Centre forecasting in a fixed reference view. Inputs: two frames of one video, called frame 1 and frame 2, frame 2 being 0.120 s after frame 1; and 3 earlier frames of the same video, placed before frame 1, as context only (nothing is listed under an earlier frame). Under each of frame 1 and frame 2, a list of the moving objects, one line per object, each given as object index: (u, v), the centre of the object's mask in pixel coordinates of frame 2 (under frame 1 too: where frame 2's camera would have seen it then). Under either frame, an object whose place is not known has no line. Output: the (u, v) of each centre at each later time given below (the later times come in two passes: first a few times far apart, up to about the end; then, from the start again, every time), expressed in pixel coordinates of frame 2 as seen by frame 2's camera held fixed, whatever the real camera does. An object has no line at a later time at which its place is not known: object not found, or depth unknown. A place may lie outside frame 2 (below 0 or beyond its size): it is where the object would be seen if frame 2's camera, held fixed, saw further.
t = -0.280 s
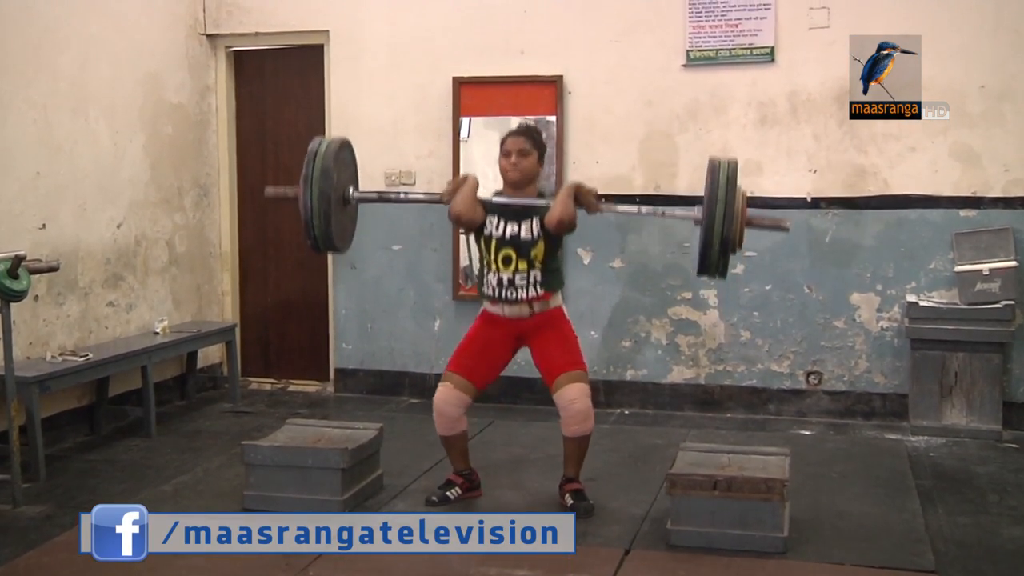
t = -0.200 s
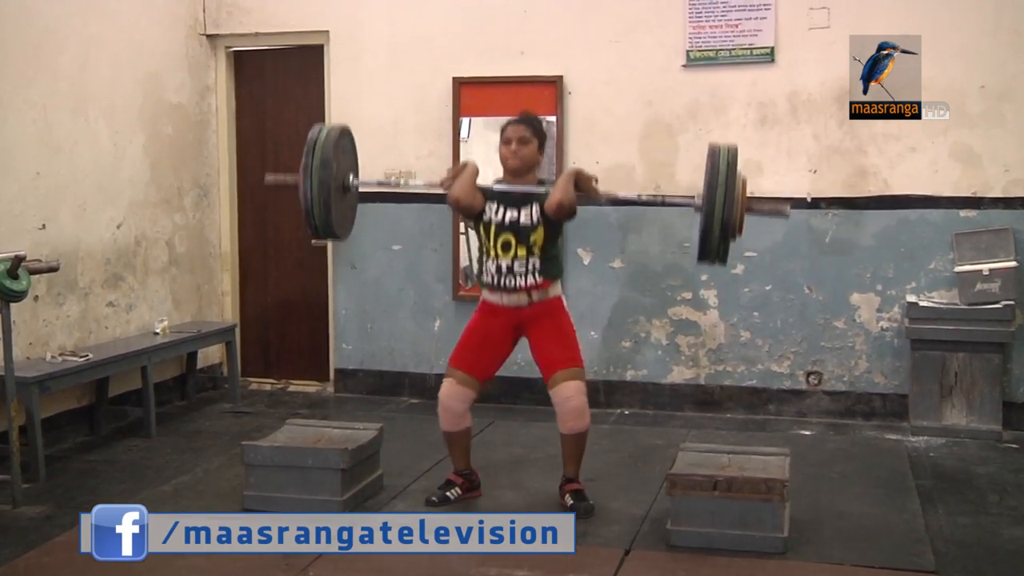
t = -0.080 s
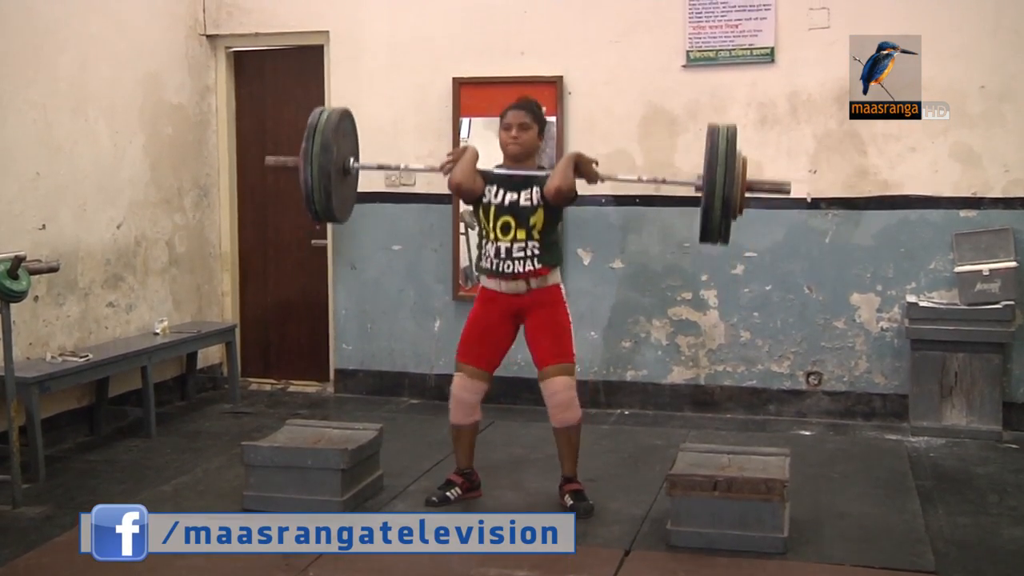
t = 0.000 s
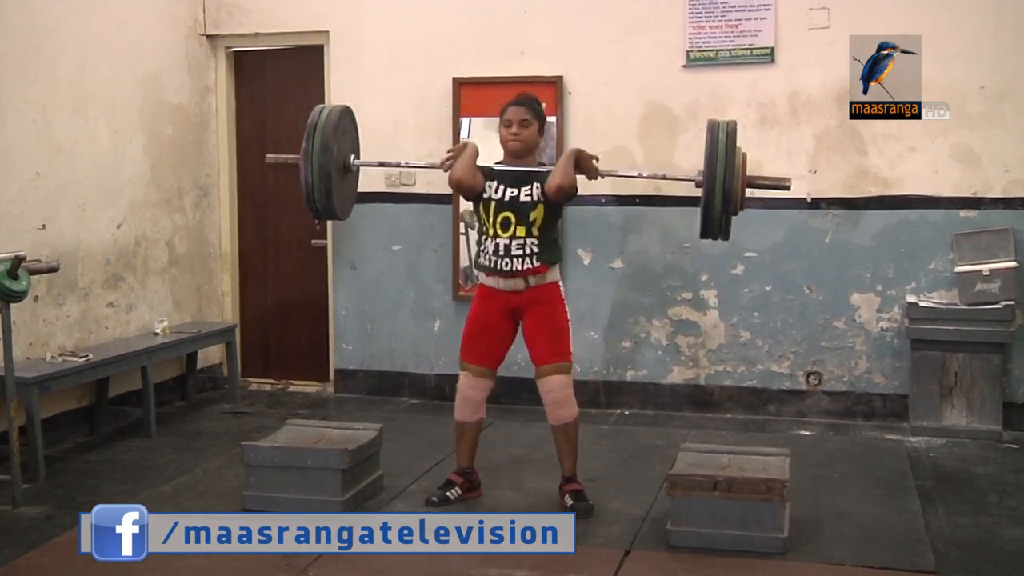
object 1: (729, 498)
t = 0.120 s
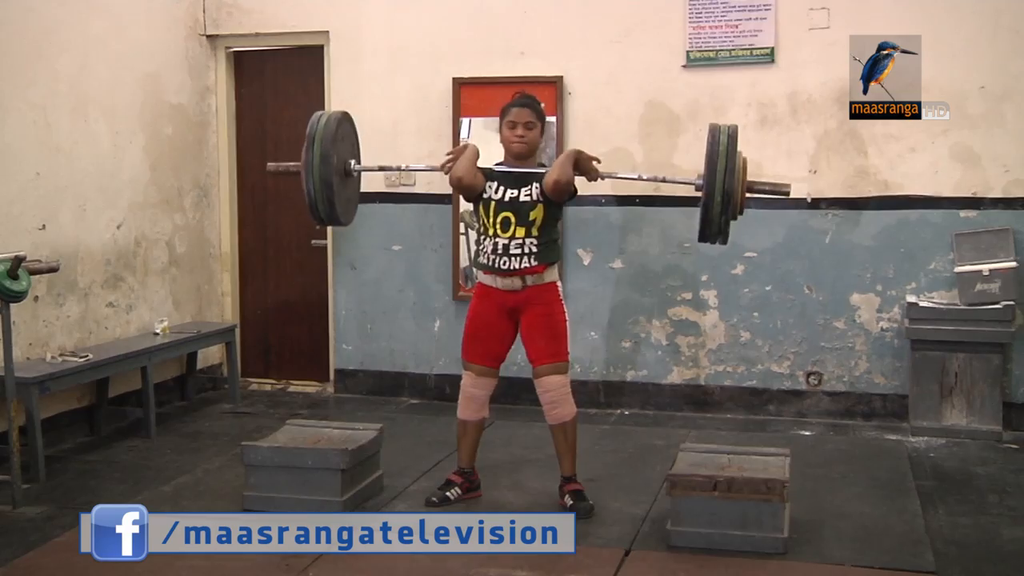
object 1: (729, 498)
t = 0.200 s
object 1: (729, 498)
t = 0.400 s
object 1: (729, 498)
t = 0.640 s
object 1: (729, 498)
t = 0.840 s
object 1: (741, 485)
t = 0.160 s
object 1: (729, 498)
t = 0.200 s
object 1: (729, 498)
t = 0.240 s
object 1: (729, 498)
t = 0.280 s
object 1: (729, 498)
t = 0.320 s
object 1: (729, 498)
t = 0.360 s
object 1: (729, 498)
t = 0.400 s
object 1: (729, 498)
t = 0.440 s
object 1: (729, 498)
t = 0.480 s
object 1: (729, 498)
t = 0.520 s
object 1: (729, 498)
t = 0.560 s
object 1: (729, 498)
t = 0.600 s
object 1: (729, 498)
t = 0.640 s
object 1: (729, 498)
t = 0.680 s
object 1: (729, 498)
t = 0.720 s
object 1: (731, 501)
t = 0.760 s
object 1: (734, 493)
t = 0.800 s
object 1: (737, 487)
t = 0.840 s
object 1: (741, 485)
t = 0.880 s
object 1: (746, 487)
